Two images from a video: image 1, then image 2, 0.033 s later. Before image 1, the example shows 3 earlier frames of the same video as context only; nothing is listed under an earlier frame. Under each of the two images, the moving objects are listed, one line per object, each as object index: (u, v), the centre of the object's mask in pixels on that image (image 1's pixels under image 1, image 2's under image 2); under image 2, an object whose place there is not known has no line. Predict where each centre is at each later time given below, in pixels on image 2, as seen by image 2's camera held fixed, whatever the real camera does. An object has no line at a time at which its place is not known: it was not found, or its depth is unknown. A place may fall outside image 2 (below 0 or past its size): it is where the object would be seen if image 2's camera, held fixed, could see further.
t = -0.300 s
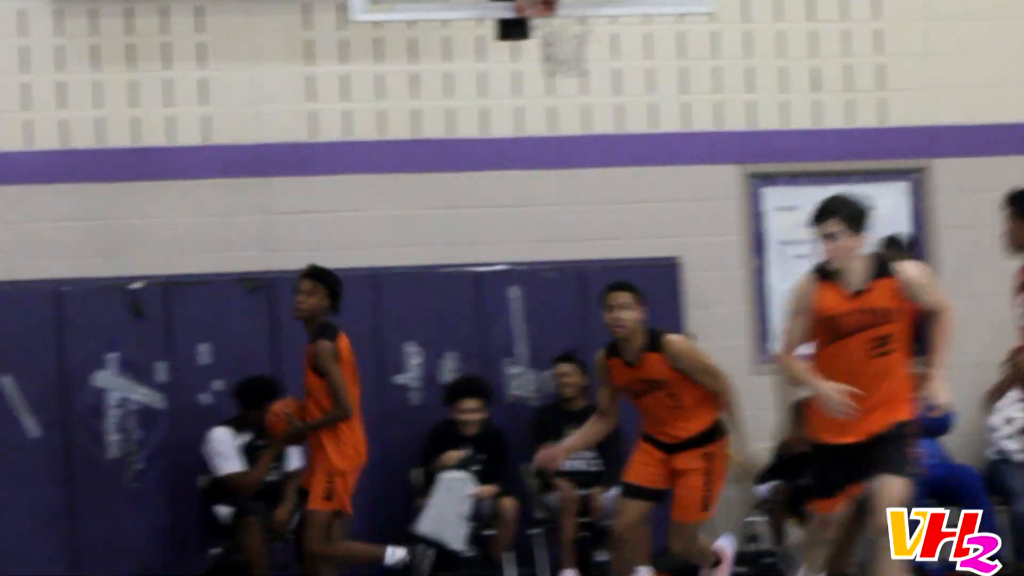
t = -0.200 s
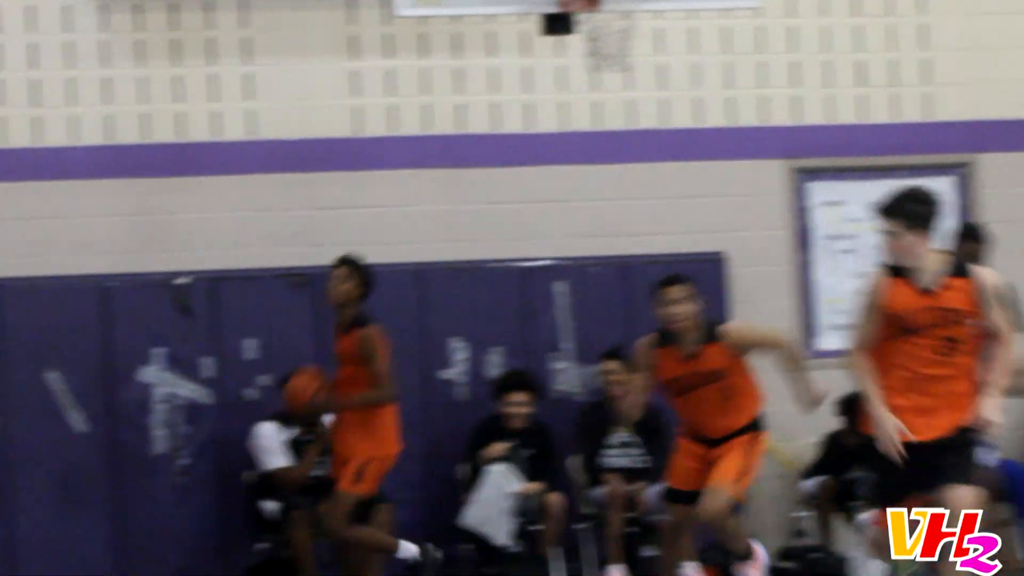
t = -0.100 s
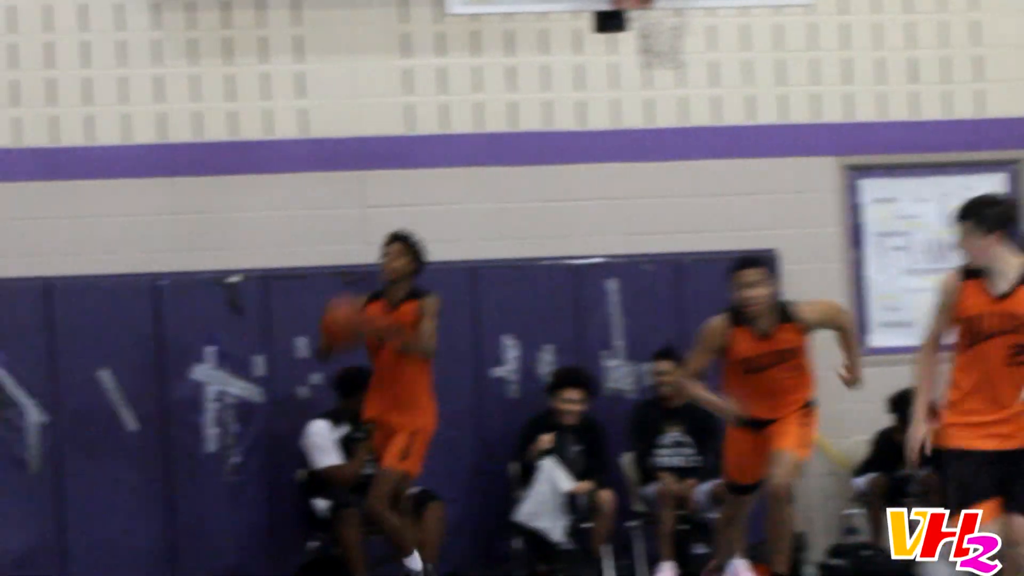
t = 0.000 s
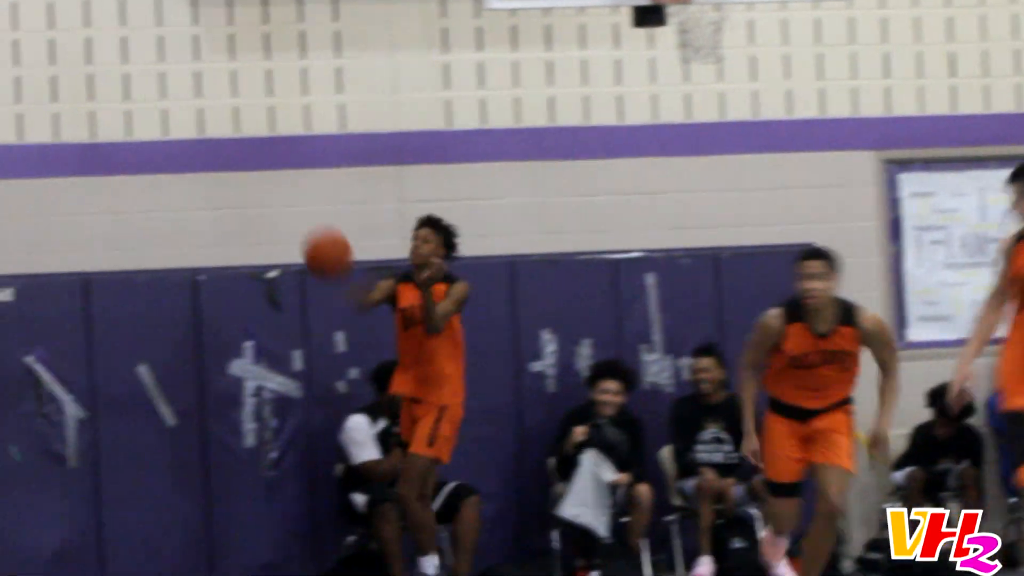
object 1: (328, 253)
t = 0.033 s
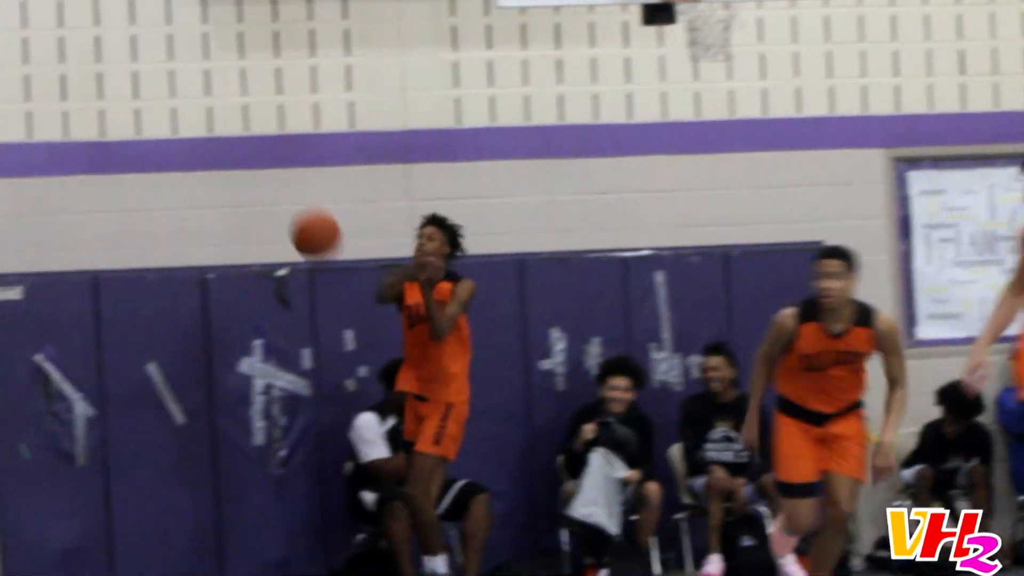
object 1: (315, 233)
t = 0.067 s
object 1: (293, 218)
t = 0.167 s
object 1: (227, 182)
